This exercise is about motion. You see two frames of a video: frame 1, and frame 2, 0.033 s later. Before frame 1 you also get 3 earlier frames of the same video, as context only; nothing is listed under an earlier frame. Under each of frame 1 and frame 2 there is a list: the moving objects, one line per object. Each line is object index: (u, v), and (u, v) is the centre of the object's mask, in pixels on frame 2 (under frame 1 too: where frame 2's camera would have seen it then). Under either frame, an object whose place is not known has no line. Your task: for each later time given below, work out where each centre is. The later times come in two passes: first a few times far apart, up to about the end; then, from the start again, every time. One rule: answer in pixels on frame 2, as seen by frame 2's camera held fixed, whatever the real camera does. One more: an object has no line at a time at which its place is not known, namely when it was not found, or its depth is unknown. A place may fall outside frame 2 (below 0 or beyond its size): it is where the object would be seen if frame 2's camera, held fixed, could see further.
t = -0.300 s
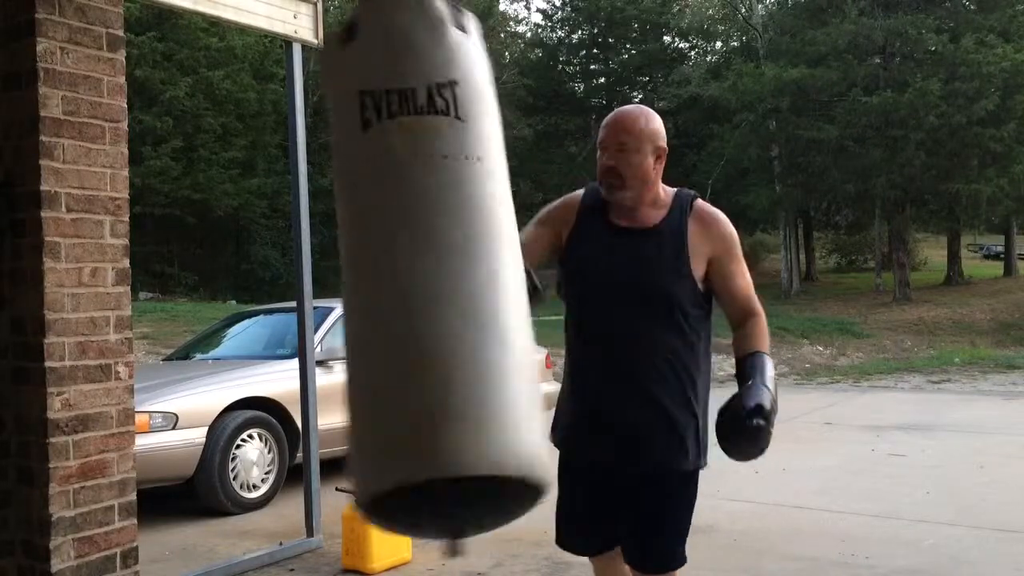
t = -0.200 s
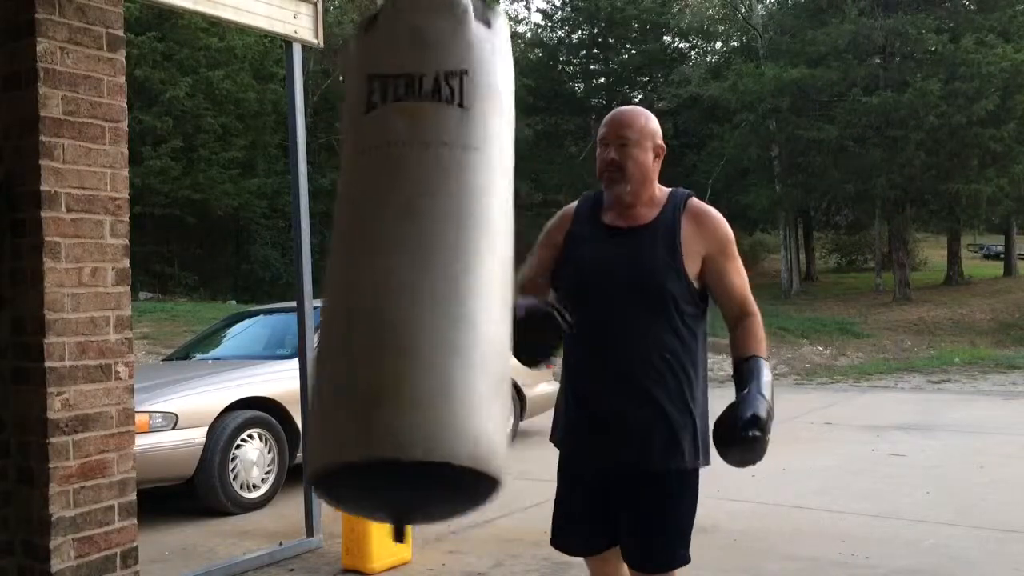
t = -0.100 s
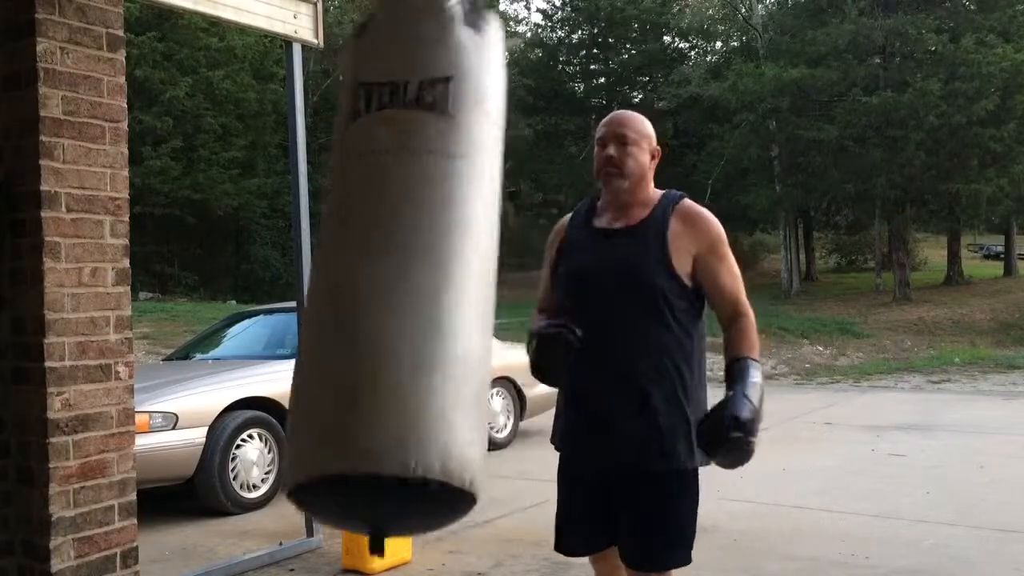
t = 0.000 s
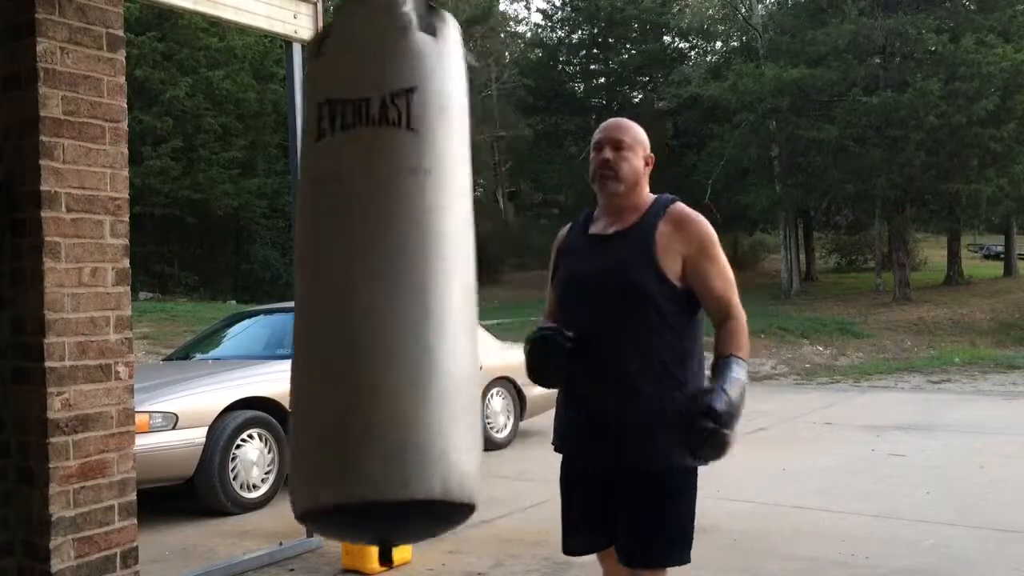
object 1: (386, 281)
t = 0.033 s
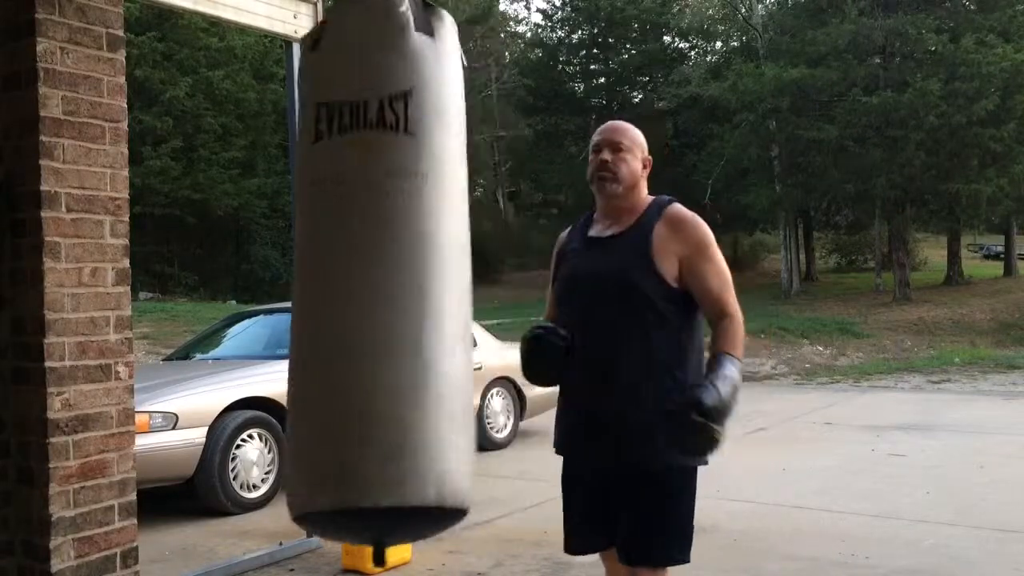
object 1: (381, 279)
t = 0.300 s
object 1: (381, 289)
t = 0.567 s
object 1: (406, 263)
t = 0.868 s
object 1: (447, 230)
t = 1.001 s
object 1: (470, 237)
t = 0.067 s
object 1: (378, 279)
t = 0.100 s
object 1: (377, 283)
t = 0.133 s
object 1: (376, 288)
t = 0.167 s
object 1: (375, 292)
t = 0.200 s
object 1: (376, 290)
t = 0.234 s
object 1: (378, 290)
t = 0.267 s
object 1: (380, 290)
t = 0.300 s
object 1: (381, 289)
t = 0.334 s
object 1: (381, 286)
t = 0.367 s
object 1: (381, 282)
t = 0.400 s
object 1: (382, 277)
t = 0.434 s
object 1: (385, 274)
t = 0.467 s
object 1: (390, 272)
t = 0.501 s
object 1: (394, 270)
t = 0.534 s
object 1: (400, 267)
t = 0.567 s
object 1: (406, 263)
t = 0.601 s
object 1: (411, 259)
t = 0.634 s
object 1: (417, 251)
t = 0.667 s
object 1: (420, 247)
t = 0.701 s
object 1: (424, 243)
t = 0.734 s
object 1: (427, 239)
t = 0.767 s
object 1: (432, 235)
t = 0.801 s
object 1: (436, 232)
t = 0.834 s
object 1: (441, 230)
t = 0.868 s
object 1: (447, 230)
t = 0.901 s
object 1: (454, 233)
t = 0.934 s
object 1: (460, 233)
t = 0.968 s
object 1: (465, 235)
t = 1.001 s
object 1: (470, 237)
